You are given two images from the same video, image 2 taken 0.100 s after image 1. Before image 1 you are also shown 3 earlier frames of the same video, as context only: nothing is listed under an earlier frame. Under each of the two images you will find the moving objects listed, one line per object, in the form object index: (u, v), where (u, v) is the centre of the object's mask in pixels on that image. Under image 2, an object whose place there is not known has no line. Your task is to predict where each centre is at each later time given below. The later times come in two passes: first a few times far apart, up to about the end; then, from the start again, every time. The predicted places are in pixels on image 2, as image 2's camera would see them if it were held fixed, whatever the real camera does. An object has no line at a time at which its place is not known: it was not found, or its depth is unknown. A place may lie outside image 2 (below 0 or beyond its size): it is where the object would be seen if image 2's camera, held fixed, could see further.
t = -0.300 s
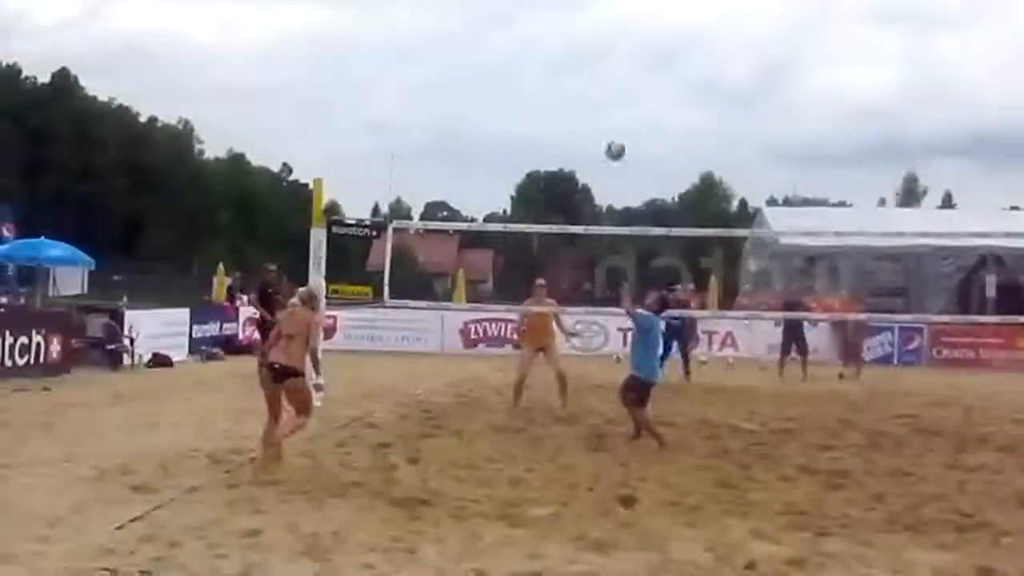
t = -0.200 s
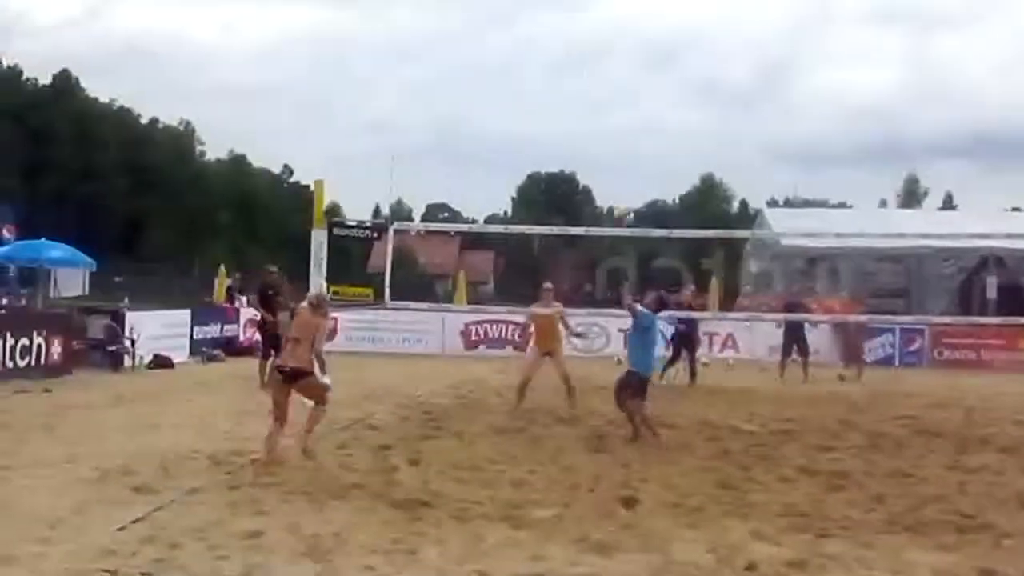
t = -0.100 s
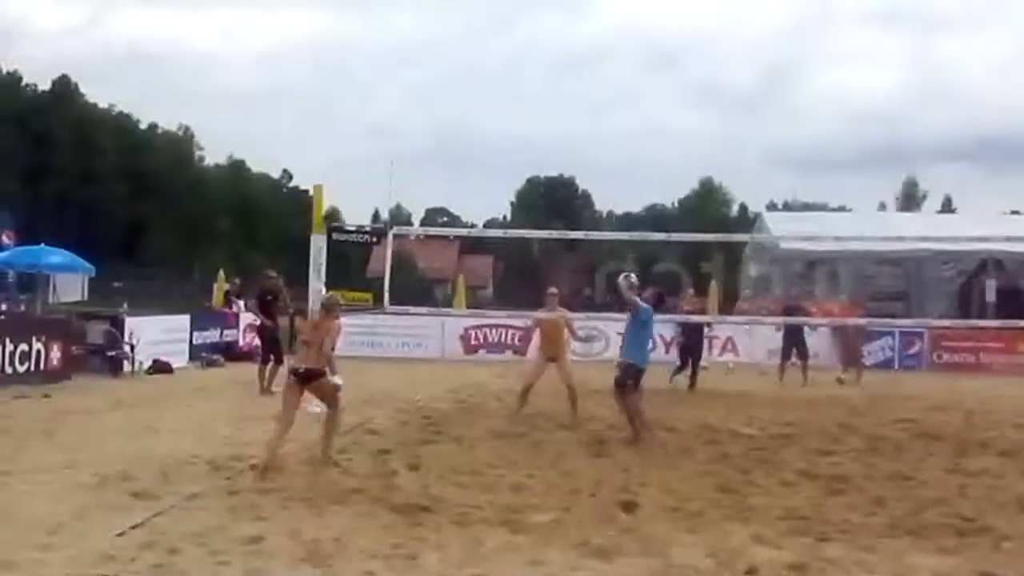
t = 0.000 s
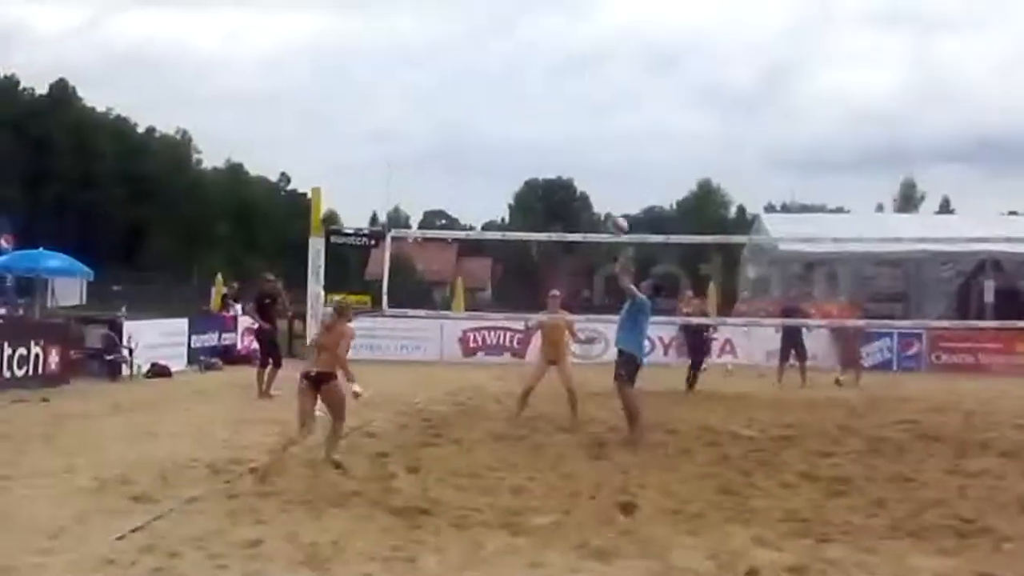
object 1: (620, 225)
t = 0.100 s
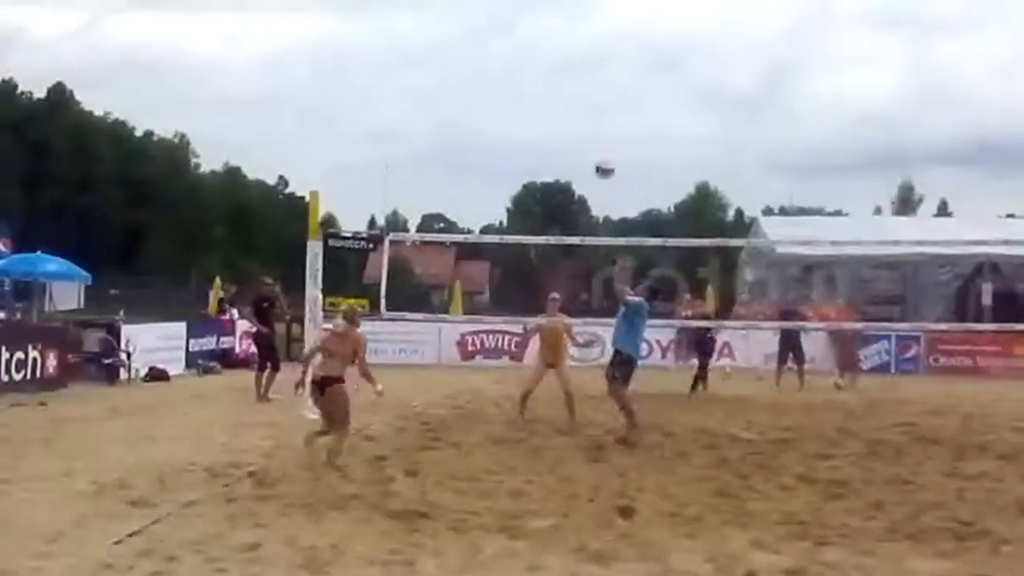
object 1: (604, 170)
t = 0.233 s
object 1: (592, 105)
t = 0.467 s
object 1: (567, 34)
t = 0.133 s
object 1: (601, 152)
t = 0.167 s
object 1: (597, 135)
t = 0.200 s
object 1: (594, 119)
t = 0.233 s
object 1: (592, 105)
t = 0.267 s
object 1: (588, 92)
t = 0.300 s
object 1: (584, 79)
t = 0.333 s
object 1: (581, 68)
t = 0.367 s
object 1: (578, 58)
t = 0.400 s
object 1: (574, 49)
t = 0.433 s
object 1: (571, 41)
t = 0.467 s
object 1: (567, 34)
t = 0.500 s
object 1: (564, 29)
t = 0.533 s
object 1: (560, 24)
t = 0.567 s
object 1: (557, 20)
